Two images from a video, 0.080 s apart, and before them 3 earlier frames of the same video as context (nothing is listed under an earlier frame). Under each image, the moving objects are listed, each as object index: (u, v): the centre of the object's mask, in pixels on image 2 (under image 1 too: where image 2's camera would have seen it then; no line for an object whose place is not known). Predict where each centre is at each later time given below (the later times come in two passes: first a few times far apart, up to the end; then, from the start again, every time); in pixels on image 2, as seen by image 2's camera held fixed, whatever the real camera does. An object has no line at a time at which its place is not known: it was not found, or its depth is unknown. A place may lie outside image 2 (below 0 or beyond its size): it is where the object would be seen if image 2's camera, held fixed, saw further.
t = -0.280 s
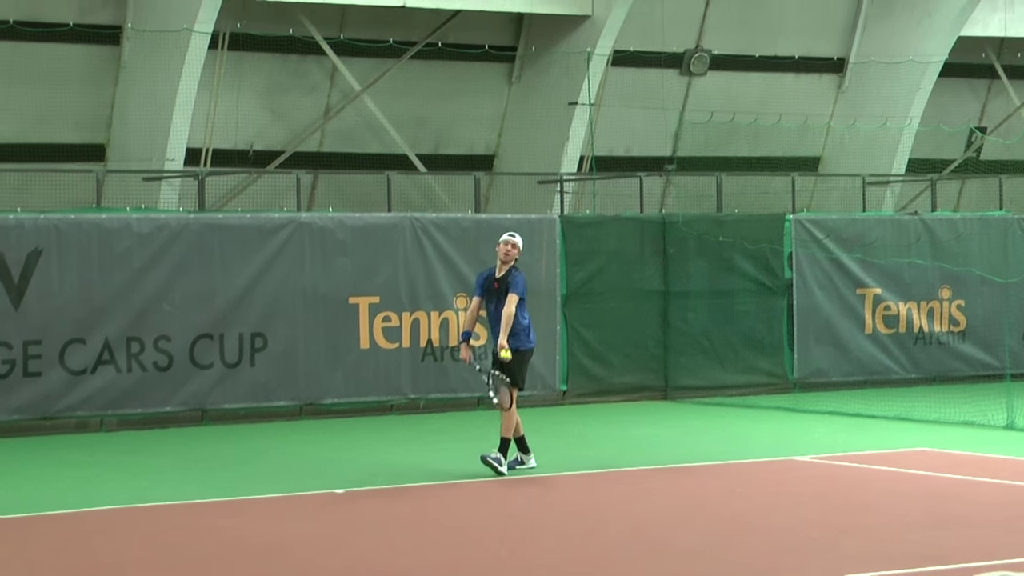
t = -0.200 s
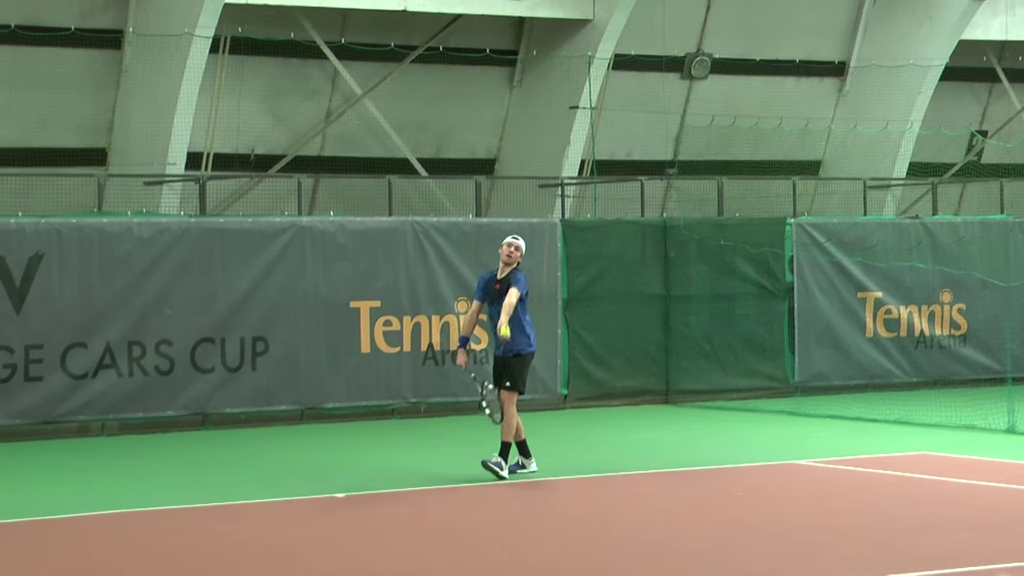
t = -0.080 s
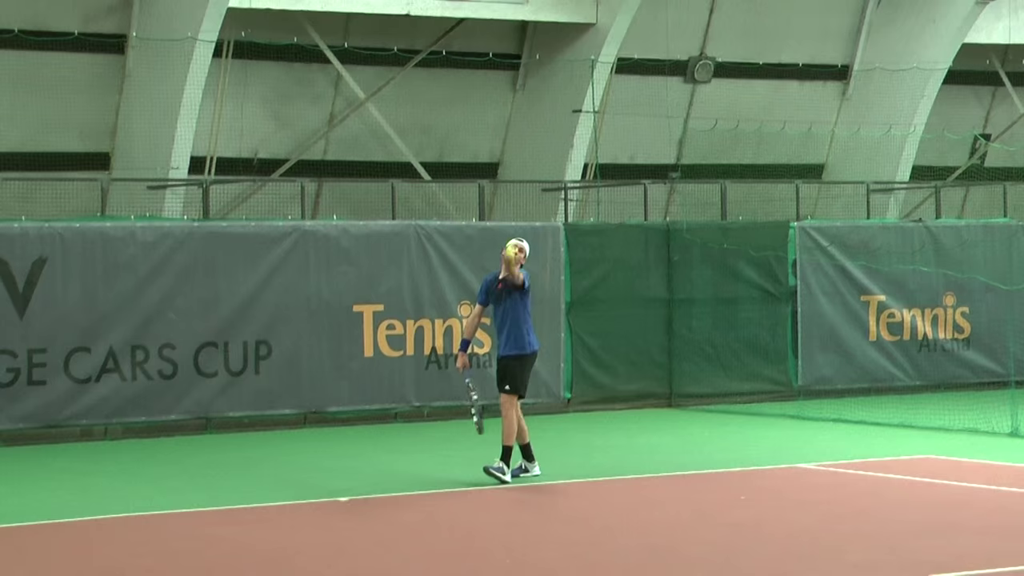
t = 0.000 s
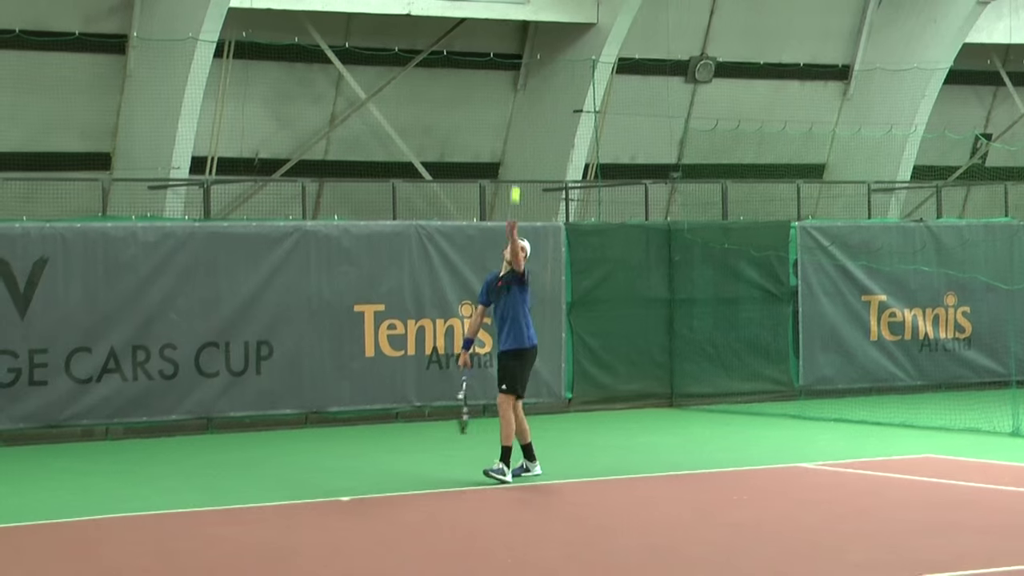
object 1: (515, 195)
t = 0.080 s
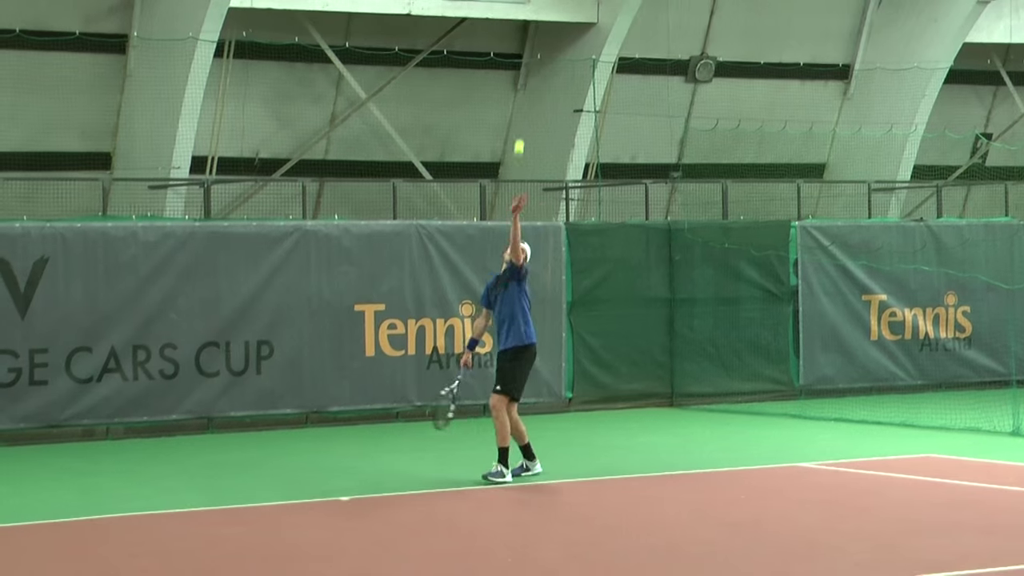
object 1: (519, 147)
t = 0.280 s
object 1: (528, 68)
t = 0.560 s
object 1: (543, 47)
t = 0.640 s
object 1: (547, 61)
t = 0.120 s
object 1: (520, 127)
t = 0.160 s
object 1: (522, 109)
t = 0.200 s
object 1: (524, 93)
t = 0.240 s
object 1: (526, 79)
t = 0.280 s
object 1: (528, 68)
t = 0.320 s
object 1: (530, 58)
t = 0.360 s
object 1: (532, 51)
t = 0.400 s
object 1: (534, 46)
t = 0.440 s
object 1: (537, 43)
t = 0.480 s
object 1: (538, 42)
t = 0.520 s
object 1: (541, 43)
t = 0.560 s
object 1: (543, 47)
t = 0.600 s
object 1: (545, 53)
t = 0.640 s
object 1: (547, 61)
